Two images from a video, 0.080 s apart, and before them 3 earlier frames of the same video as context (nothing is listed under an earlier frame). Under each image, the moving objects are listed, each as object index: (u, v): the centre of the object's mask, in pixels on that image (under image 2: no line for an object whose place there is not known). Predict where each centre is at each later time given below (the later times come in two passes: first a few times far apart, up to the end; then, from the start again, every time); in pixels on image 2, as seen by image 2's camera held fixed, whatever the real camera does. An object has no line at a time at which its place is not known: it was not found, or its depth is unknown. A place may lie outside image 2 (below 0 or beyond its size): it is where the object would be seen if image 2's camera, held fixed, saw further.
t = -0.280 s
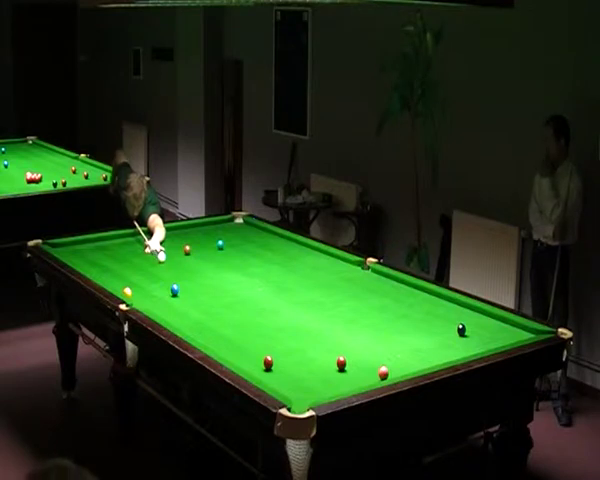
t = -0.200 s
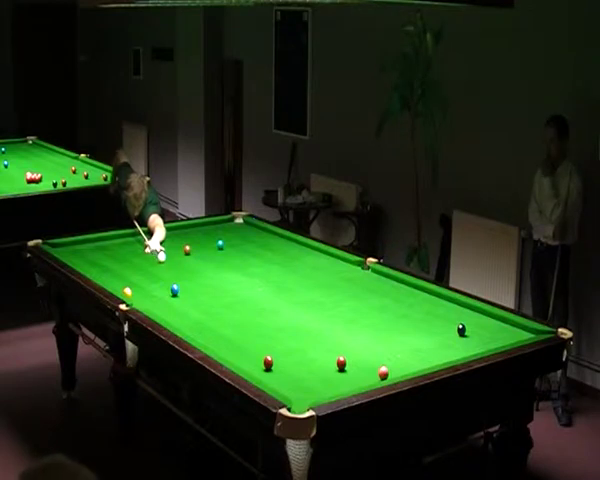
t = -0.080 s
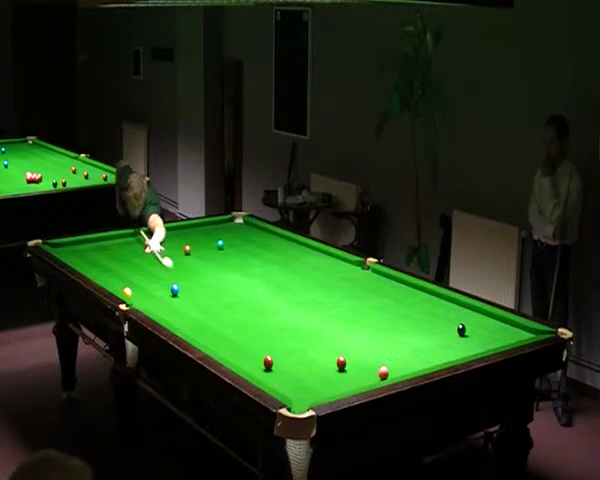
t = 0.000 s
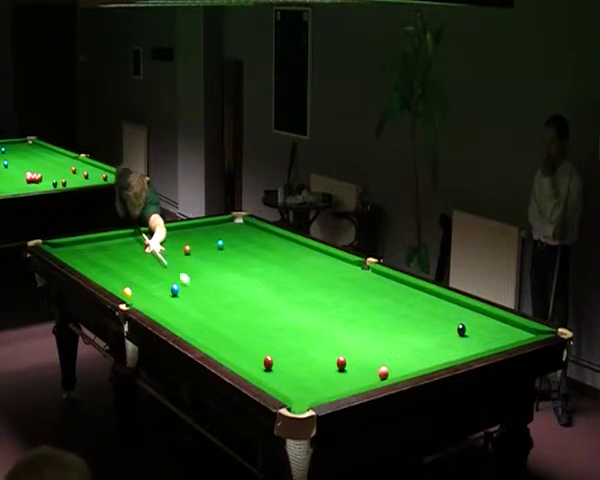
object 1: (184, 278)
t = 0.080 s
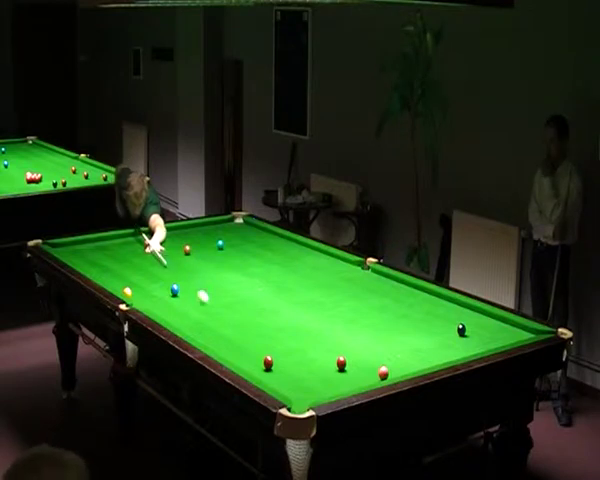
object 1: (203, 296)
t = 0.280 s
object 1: (256, 348)
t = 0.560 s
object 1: (278, 356)
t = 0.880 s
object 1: (290, 353)
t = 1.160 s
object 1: (299, 350)
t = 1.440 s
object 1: (306, 348)
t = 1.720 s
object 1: (313, 347)
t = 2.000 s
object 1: (319, 345)
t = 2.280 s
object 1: (323, 344)
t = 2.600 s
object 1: (327, 343)
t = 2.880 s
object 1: (329, 343)
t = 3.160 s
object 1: (330, 343)
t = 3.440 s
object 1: (330, 343)
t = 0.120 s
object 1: (212, 306)
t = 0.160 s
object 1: (223, 315)
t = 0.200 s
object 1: (233, 326)
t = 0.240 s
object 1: (245, 336)
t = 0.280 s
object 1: (256, 348)
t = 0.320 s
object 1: (267, 356)
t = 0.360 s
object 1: (269, 358)
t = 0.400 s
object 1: (272, 358)
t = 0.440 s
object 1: (274, 357)
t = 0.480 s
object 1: (276, 357)
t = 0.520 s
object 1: (277, 357)
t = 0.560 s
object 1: (278, 356)
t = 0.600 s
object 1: (280, 356)
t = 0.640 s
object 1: (282, 356)
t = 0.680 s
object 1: (283, 355)
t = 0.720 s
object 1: (284, 355)
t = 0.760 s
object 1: (286, 354)
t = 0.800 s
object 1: (287, 353)
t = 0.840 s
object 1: (288, 353)
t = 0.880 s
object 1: (290, 353)
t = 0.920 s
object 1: (291, 352)
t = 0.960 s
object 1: (292, 352)
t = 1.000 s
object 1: (294, 352)
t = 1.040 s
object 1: (295, 351)
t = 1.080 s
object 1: (296, 351)
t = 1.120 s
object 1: (297, 351)
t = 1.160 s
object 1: (299, 350)
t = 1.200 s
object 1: (300, 350)
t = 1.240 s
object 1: (301, 350)
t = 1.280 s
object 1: (302, 350)
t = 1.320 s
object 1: (303, 349)
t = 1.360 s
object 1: (304, 349)
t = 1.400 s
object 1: (306, 348)
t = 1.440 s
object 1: (306, 348)
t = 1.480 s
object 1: (307, 348)
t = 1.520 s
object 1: (308, 348)
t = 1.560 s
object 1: (310, 348)
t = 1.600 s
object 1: (310, 347)
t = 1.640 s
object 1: (311, 347)
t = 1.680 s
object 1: (312, 347)
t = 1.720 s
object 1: (313, 347)
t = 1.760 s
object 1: (314, 347)
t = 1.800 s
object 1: (315, 346)
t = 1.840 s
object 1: (316, 346)
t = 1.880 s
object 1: (316, 346)
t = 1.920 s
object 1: (317, 346)
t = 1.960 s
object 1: (318, 345)
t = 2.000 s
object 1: (319, 345)
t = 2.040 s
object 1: (320, 345)
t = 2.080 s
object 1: (320, 345)
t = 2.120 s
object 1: (321, 345)
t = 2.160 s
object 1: (321, 345)
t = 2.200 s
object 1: (322, 344)
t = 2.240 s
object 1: (323, 344)
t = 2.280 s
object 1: (323, 344)
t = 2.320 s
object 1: (324, 344)
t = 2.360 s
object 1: (324, 344)
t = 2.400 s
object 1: (325, 344)
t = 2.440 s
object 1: (325, 344)
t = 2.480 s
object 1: (326, 344)
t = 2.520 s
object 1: (326, 344)
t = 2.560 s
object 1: (326, 343)
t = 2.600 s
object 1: (327, 343)
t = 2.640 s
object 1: (327, 343)
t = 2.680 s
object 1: (328, 343)
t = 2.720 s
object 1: (328, 343)
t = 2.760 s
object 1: (328, 343)
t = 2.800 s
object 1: (329, 343)
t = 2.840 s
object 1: (329, 343)
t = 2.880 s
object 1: (329, 343)
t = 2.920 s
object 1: (329, 343)
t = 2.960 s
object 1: (330, 343)
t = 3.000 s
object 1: (329, 343)
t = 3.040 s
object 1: (330, 343)
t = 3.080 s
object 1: (330, 343)
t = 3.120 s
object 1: (330, 343)
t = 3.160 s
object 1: (330, 343)
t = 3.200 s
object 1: (330, 343)
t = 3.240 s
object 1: (330, 343)
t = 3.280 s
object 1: (330, 343)
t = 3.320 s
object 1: (330, 343)
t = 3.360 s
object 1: (330, 343)
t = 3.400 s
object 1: (330, 343)
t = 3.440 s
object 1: (330, 343)
